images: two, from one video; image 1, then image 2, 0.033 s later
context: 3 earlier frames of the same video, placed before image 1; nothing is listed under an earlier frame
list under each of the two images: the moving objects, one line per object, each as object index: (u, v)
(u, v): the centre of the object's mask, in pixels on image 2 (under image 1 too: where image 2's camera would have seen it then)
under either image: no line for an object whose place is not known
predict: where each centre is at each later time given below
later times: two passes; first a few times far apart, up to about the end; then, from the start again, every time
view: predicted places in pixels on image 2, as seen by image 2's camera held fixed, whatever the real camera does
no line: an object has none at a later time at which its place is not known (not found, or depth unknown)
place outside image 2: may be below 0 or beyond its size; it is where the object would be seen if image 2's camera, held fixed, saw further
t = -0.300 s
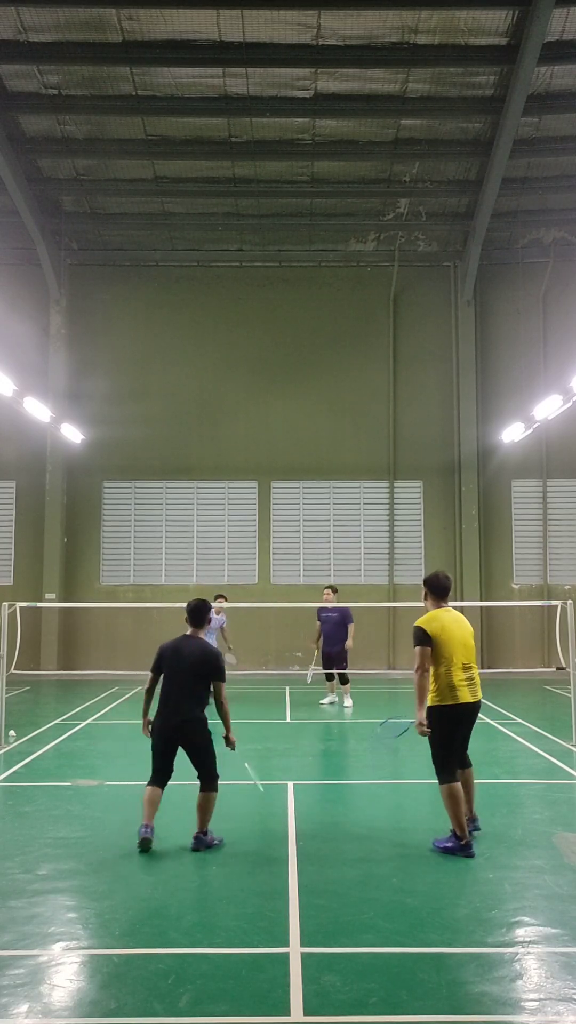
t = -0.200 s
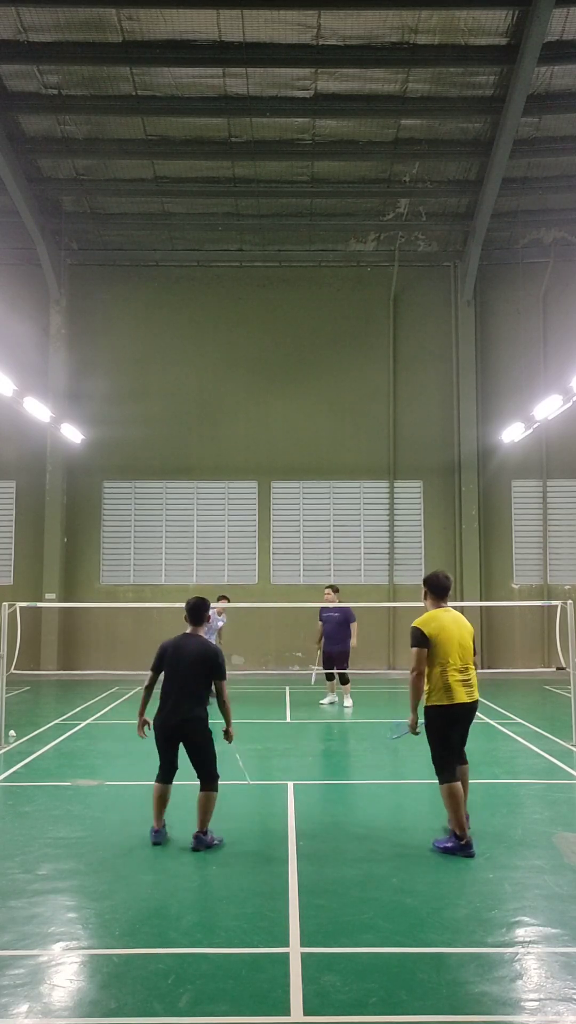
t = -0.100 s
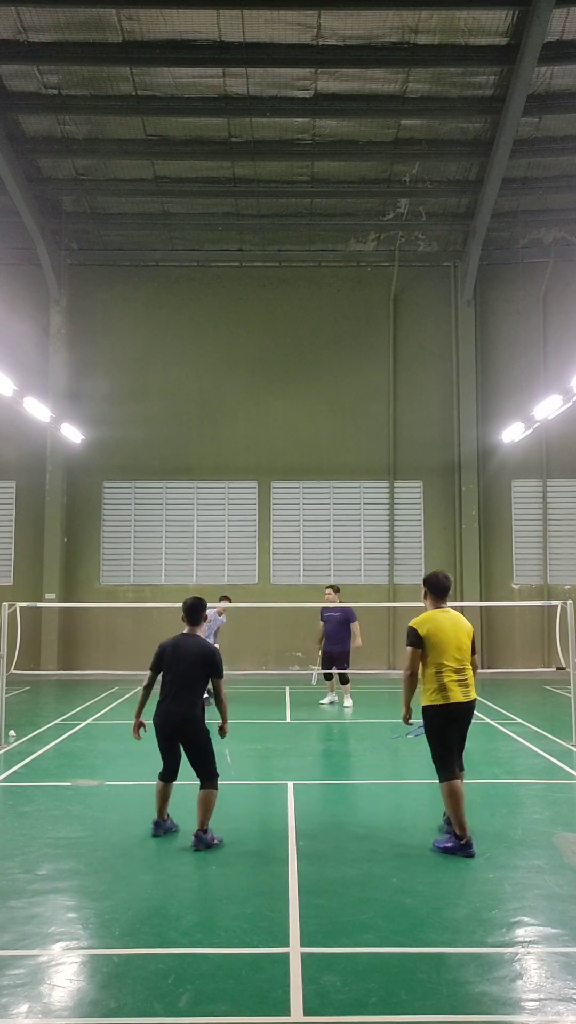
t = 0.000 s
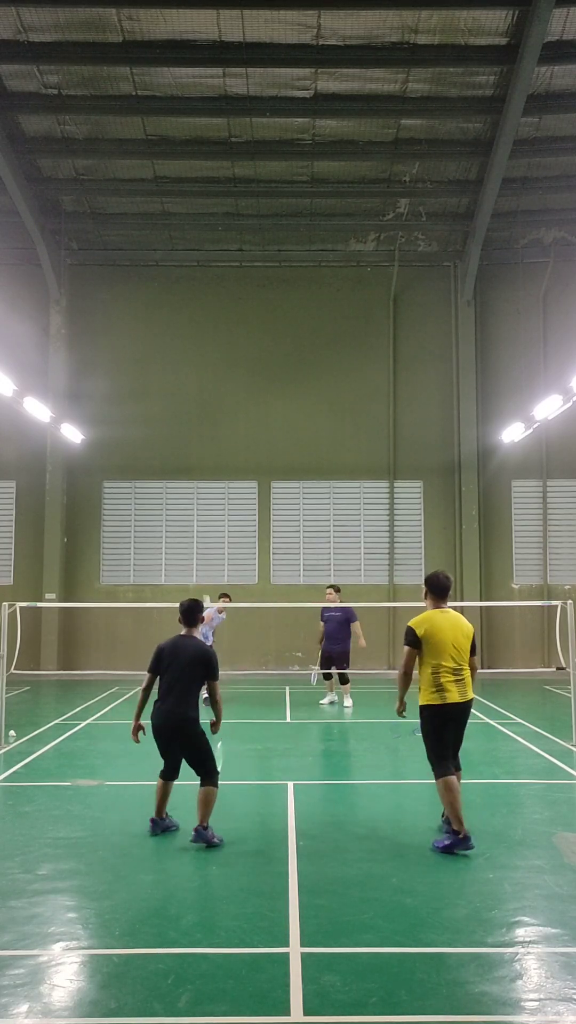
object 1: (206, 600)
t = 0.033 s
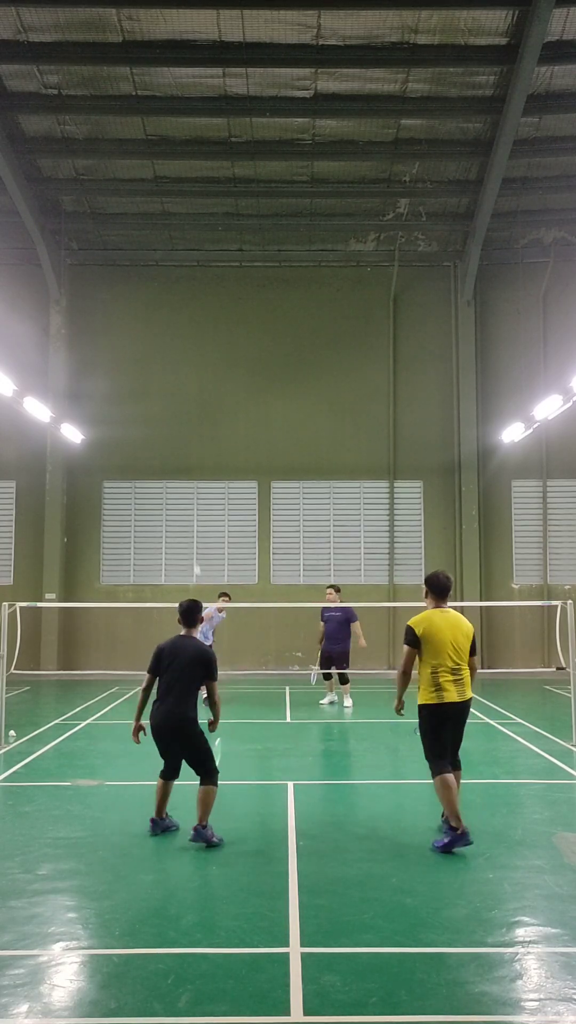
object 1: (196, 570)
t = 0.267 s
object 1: (158, 412)
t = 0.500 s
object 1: (120, 321)
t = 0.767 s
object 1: (72, 292)
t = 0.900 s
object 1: (44, 313)
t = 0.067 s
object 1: (192, 542)
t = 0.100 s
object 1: (186, 516)
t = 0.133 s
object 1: (180, 492)
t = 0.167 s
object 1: (173, 472)
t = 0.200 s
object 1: (169, 449)
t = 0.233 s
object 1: (163, 430)
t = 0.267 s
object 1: (158, 412)
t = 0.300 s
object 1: (153, 395)
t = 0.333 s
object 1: (147, 380)
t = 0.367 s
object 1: (142, 366)
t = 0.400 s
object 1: (137, 353)
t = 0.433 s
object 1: (131, 341)
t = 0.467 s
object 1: (126, 330)
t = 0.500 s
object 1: (120, 321)
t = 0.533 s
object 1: (115, 313)
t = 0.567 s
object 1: (109, 306)
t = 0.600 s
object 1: (103, 301)
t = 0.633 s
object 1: (97, 296)
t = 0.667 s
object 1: (91, 293)
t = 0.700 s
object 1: (85, 291)
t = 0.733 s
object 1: (78, 291)
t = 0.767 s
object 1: (72, 292)
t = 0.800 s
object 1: (65, 295)
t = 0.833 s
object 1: (58, 300)
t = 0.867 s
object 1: (51, 306)
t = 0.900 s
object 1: (44, 313)
